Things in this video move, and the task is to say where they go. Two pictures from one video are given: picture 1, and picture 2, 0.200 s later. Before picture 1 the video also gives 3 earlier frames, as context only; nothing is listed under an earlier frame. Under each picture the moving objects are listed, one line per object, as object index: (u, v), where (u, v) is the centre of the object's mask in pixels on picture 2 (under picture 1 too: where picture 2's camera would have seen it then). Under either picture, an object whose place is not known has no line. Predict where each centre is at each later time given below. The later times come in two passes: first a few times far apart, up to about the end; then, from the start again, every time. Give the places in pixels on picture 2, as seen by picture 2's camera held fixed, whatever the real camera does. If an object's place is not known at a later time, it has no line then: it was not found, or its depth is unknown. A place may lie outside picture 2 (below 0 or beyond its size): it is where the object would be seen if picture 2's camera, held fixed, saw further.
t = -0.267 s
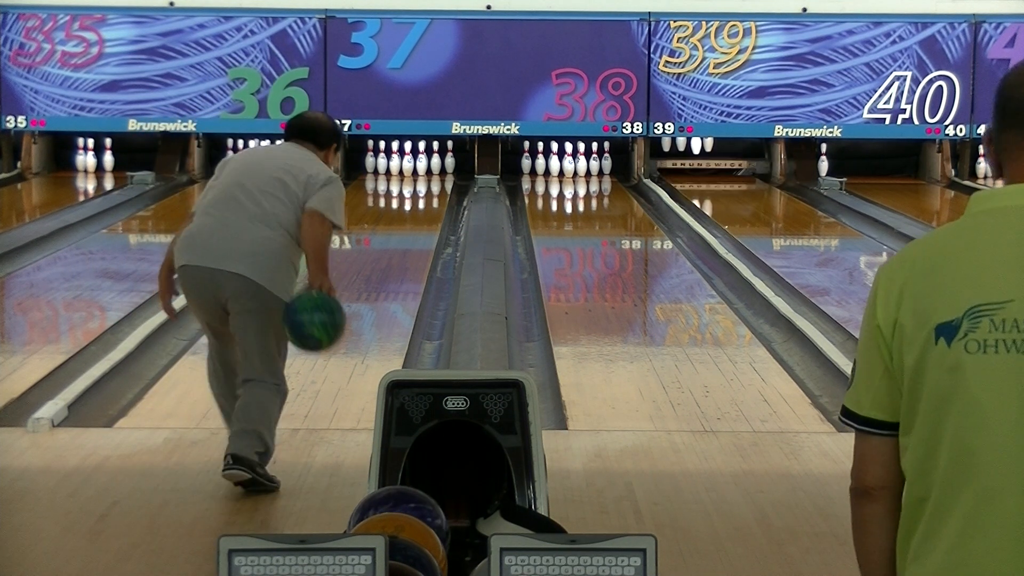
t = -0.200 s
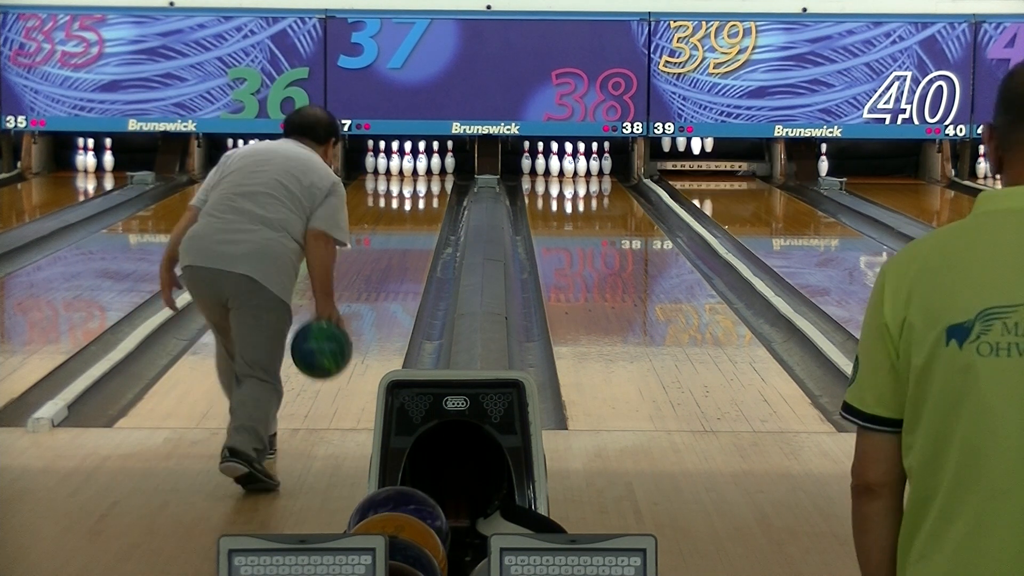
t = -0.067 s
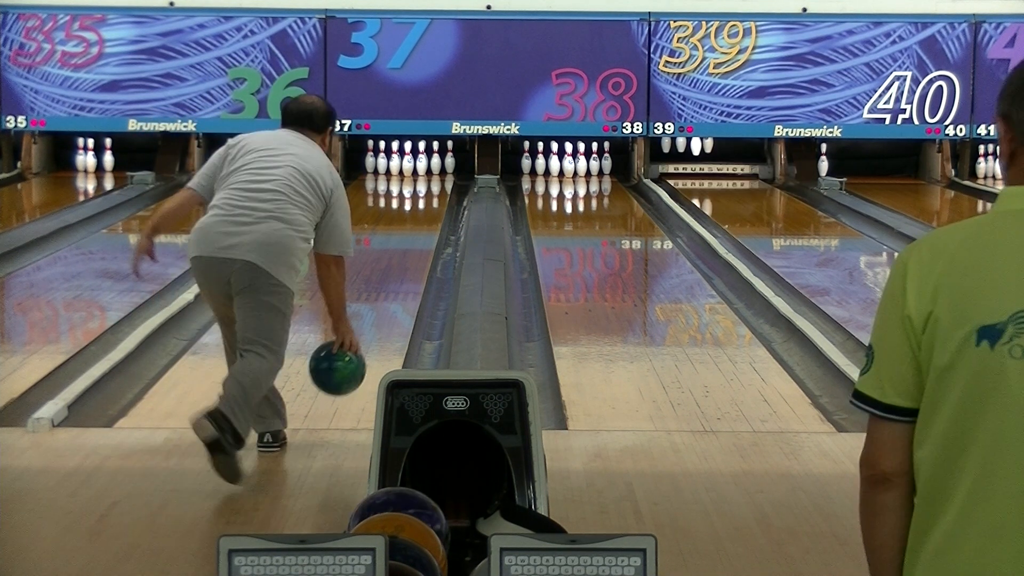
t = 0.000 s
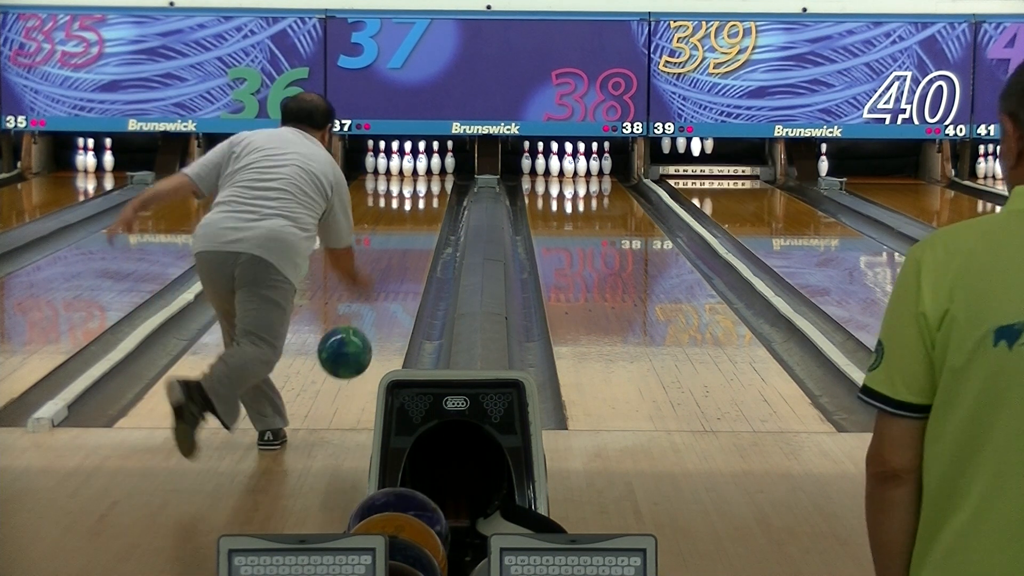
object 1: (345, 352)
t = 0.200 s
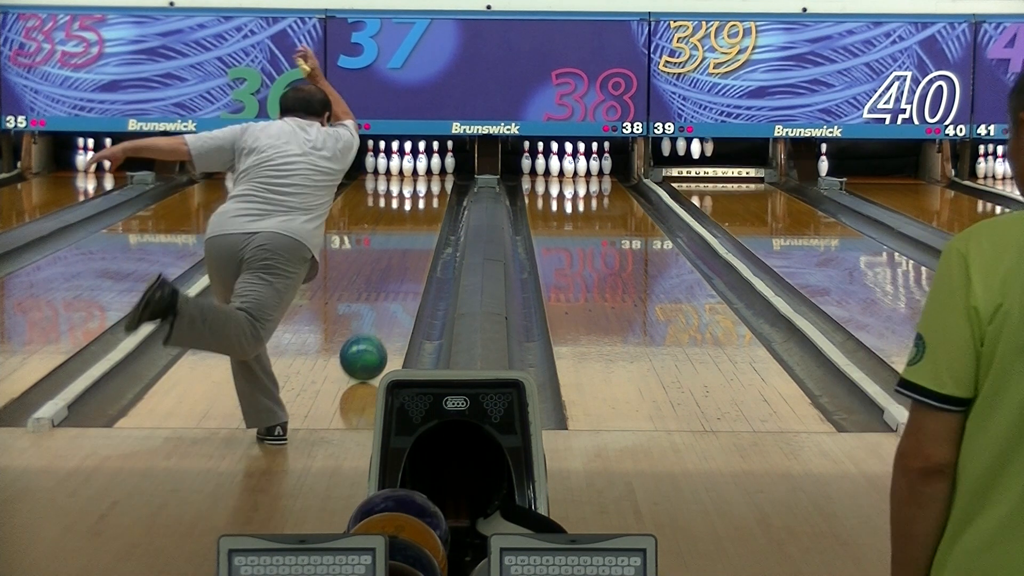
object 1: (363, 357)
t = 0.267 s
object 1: (368, 346)
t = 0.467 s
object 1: (381, 315)
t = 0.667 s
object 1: (391, 290)
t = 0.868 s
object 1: (398, 271)
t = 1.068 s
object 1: (404, 254)
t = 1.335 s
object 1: (410, 234)
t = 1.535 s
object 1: (413, 223)
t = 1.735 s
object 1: (415, 212)
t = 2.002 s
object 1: (417, 200)
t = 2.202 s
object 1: (418, 193)
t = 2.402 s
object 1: (419, 185)
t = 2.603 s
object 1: (418, 179)
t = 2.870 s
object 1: (415, 172)
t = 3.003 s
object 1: (414, 169)
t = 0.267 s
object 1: (368, 346)
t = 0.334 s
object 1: (373, 335)
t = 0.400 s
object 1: (377, 325)
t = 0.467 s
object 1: (381, 315)
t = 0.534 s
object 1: (385, 306)
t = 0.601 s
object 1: (388, 298)
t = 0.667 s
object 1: (391, 290)
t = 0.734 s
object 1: (394, 283)
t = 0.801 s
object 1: (396, 276)
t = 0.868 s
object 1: (398, 271)
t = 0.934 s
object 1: (401, 265)
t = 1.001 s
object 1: (402, 259)
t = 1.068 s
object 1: (404, 254)
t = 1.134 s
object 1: (406, 248)
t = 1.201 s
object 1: (407, 244)
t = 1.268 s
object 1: (409, 239)
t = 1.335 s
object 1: (410, 234)
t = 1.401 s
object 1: (411, 230)
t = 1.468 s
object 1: (412, 226)
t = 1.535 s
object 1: (413, 223)
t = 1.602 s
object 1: (413, 219)
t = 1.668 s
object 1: (414, 216)
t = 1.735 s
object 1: (415, 212)
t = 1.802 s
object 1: (415, 209)
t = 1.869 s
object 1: (416, 206)
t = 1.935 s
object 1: (416, 203)
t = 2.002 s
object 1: (417, 200)
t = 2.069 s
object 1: (417, 198)
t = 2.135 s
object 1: (418, 195)
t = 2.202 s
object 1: (418, 193)
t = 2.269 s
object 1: (418, 190)
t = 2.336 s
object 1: (419, 188)
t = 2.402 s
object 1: (419, 185)
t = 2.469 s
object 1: (419, 184)
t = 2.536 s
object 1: (419, 181)
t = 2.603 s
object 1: (418, 179)
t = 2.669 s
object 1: (418, 178)
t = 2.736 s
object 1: (417, 176)
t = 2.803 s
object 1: (416, 174)
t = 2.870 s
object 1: (415, 172)
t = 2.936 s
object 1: (415, 171)
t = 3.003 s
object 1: (414, 169)
